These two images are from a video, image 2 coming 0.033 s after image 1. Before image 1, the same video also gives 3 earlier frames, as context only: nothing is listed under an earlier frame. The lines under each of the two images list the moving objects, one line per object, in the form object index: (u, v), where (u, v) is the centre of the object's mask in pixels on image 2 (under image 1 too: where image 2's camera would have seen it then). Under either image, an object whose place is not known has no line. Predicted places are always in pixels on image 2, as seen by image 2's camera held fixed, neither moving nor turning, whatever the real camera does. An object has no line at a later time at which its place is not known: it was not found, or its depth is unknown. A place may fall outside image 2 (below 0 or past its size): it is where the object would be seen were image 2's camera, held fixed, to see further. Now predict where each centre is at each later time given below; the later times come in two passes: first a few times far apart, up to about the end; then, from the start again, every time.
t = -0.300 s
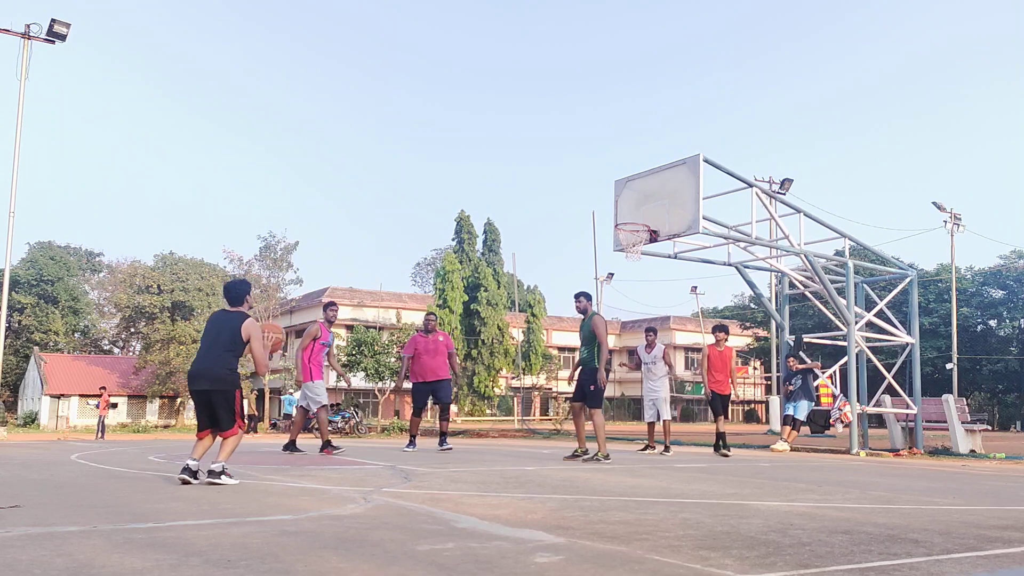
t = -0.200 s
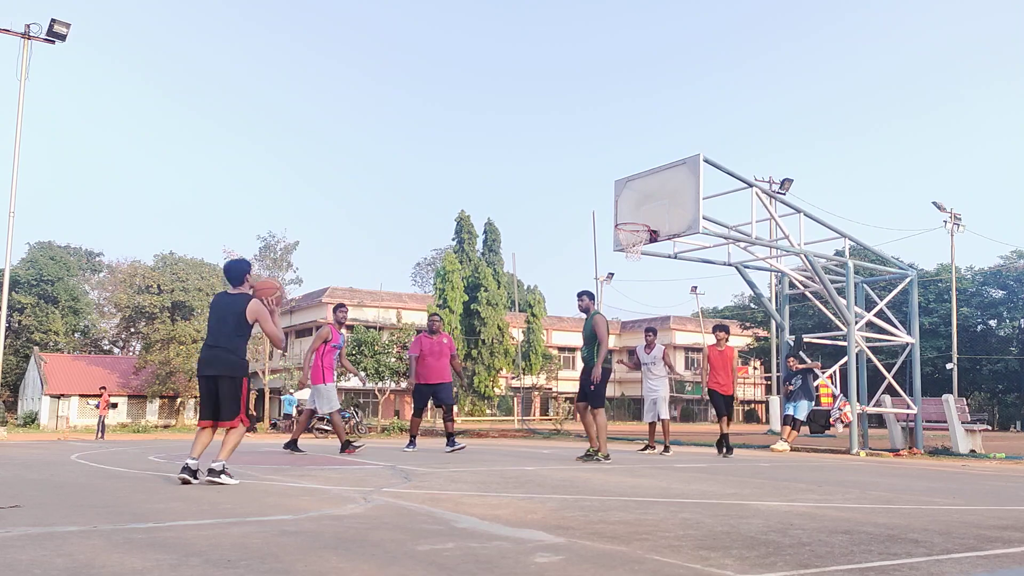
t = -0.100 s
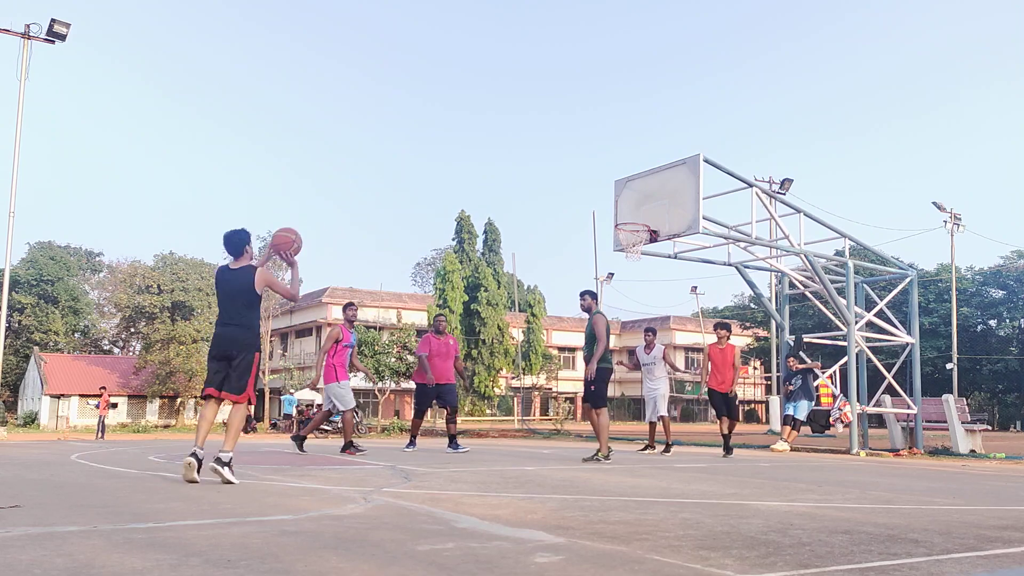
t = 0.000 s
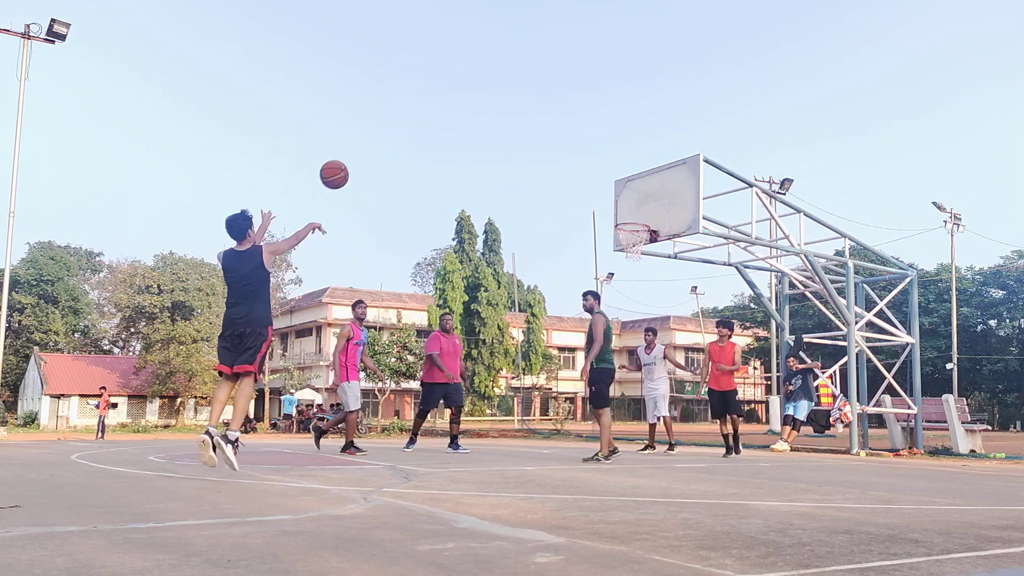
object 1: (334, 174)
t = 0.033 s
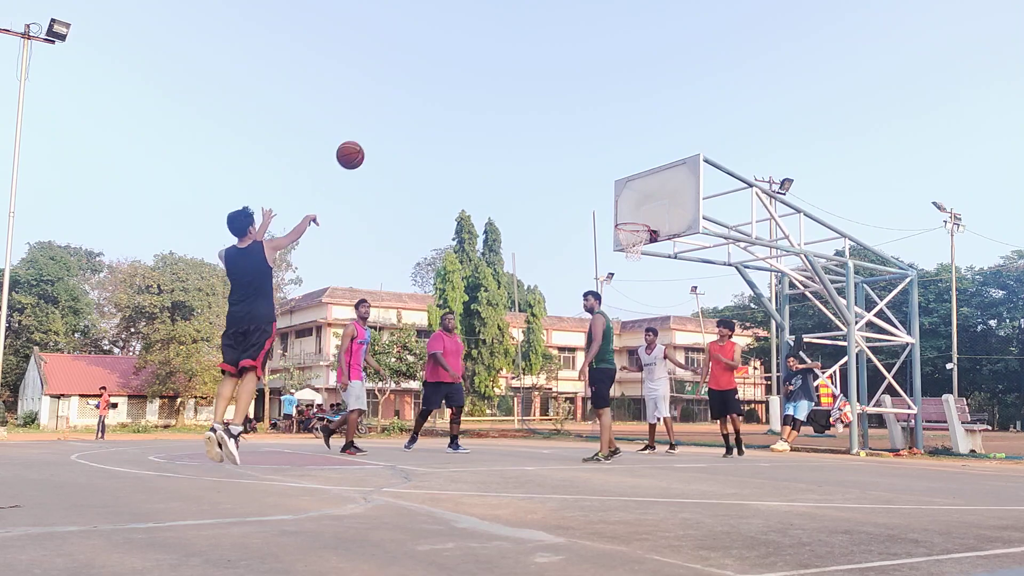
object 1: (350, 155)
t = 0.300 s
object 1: (454, 64)
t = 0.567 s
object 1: (527, 51)
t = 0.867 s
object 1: (590, 99)
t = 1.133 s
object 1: (636, 183)
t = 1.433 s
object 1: (639, 181)
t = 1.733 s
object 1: (603, 174)
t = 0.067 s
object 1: (365, 138)
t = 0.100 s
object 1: (380, 122)
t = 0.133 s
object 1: (394, 109)
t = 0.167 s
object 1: (407, 97)
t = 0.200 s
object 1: (419, 87)
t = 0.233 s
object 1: (431, 78)
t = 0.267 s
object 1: (443, 70)
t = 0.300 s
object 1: (454, 64)
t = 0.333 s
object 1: (464, 58)
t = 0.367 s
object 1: (474, 54)
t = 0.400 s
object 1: (484, 51)
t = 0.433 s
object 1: (493, 49)
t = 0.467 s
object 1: (502, 48)
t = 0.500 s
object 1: (511, 48)
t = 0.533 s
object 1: (519, 49)
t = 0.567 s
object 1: (527, 51)
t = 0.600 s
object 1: (535, 54)
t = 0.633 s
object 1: (543, 57)
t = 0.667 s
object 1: (550, 61)
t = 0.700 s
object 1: (557, 66)
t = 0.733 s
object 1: (564, 71)
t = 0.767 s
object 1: (571, 77)
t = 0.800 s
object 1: (577, 84)
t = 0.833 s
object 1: (584, 91)
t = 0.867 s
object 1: (590, 99)
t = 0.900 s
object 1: (596, 108)
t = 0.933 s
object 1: (602, 117)
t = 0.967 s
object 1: (608, 126)
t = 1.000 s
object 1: (614, 137)
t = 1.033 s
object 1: (619, 148)
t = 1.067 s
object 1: (625, 159)
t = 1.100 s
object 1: (631, 171)
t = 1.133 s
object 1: (636, 183)
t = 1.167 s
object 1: (641, 196)
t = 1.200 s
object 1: (646, 209)
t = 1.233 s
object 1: (651, 218)
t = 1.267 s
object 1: (655, 211)
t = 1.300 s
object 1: (655, 204)
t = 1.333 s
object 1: (651, 197)
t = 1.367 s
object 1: (647, 191)
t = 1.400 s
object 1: (643, 186)
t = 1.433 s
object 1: (639, 181)
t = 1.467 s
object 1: (635, 177)
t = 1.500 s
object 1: (631, 174)
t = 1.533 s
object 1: (627, 172)
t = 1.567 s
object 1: (623, 171)
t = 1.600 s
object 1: (619, 170)
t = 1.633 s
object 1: (615, 170)
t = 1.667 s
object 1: (611, 170)
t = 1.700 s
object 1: (607, 172)
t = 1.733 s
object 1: (603, 174)
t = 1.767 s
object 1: (599, 177)
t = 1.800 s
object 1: (595, 181)
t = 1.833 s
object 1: (591, 186)
